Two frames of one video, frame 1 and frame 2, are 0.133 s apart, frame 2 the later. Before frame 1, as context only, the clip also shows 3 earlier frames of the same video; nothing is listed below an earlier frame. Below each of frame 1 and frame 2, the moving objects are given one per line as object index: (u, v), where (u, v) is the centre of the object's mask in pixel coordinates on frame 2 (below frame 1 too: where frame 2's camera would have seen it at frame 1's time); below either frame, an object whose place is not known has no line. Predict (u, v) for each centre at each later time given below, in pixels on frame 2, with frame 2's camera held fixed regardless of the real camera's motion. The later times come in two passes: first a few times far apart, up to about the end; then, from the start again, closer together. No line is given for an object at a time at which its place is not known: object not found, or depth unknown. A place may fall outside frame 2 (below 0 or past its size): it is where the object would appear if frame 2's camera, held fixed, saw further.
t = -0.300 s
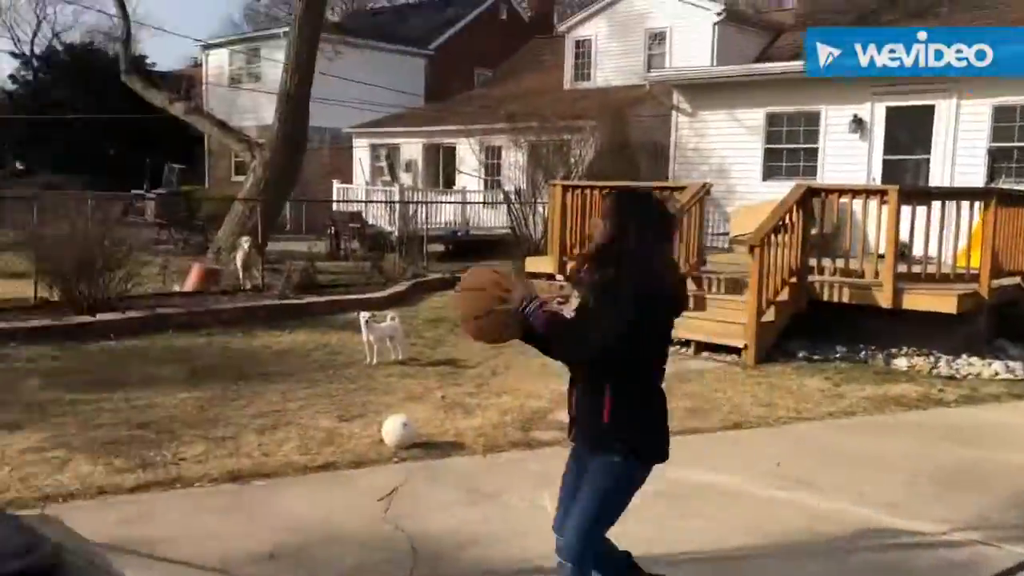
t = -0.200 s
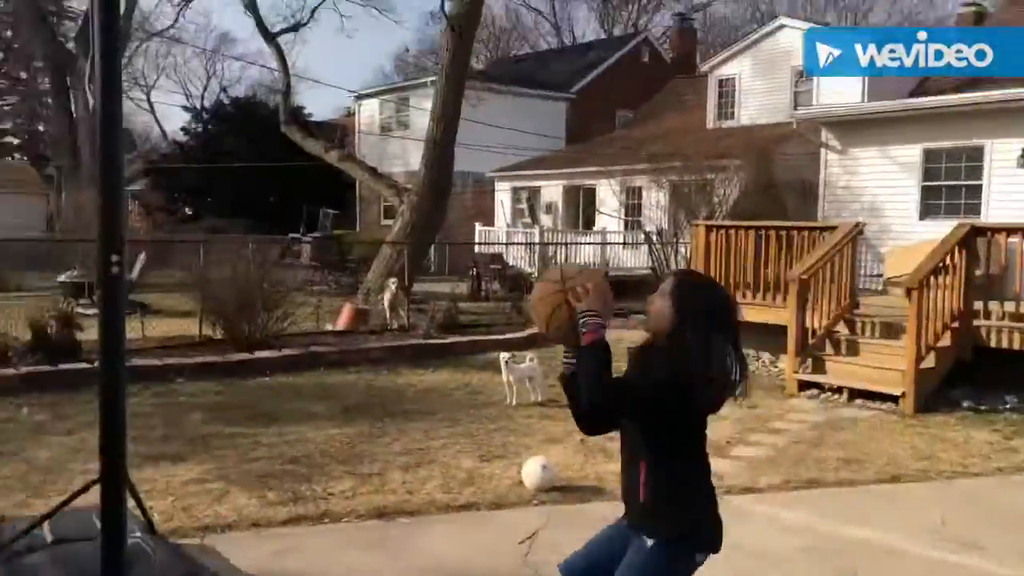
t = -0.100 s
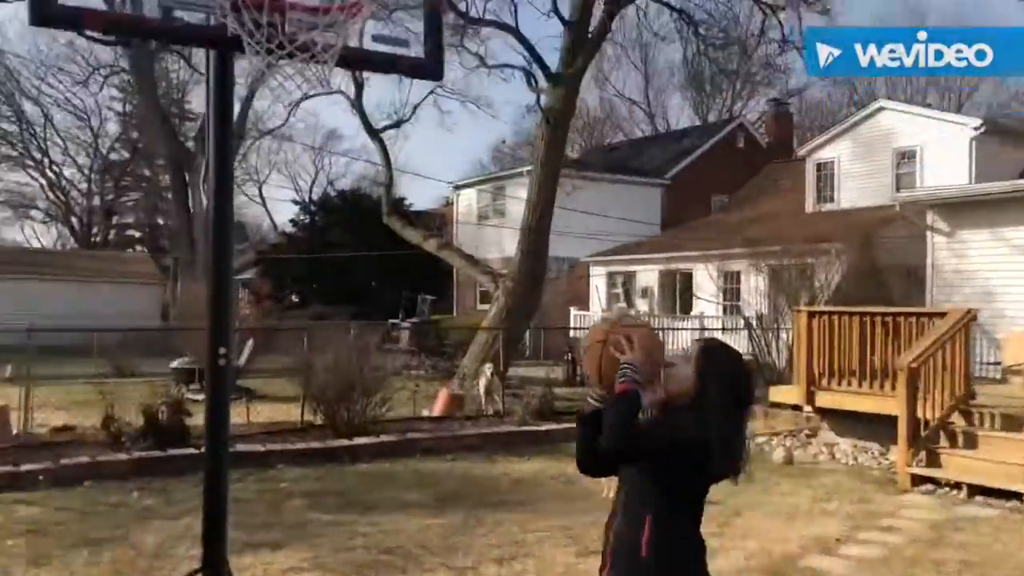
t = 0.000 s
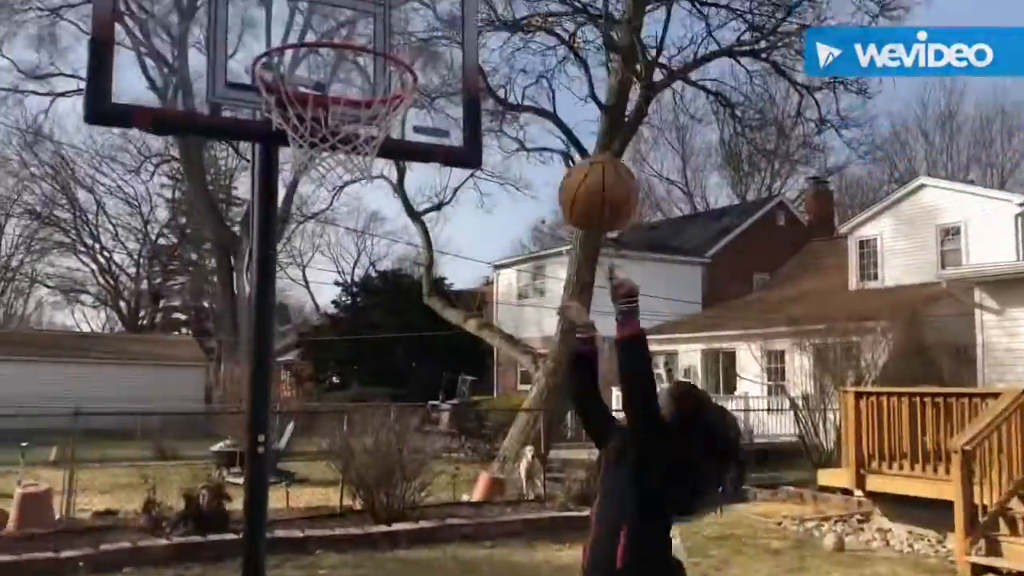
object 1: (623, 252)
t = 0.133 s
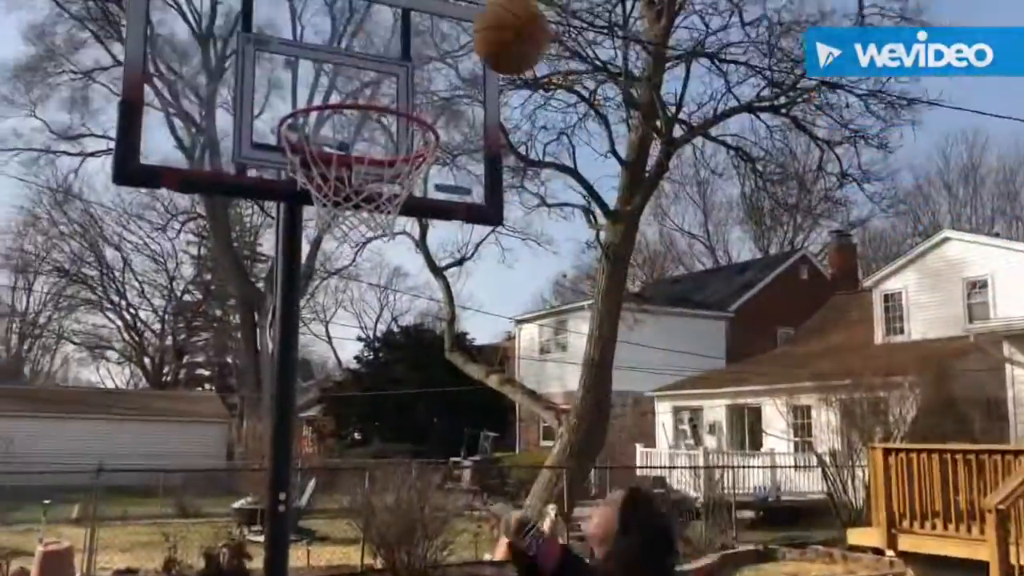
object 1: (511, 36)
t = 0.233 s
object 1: (429, 18)
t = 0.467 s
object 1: (345, 246)
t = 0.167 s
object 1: (484, 22)
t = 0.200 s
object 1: (458, 17)
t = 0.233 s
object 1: (429, 18)
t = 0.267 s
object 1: (399, 34)
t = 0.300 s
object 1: (371, 68)
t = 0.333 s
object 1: (341, 118)
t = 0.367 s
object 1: (315, 175)
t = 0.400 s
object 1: (318, 211)
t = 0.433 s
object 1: (327, 225)
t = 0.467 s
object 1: (345, 246)
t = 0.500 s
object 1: (362, 286)
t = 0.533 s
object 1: (379, 347)
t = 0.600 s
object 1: (412, 515)
